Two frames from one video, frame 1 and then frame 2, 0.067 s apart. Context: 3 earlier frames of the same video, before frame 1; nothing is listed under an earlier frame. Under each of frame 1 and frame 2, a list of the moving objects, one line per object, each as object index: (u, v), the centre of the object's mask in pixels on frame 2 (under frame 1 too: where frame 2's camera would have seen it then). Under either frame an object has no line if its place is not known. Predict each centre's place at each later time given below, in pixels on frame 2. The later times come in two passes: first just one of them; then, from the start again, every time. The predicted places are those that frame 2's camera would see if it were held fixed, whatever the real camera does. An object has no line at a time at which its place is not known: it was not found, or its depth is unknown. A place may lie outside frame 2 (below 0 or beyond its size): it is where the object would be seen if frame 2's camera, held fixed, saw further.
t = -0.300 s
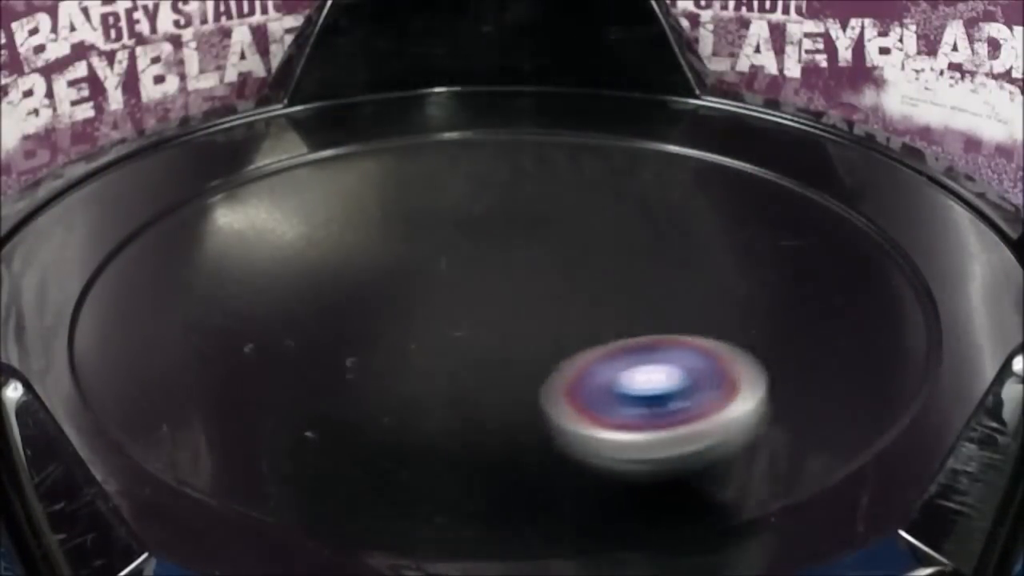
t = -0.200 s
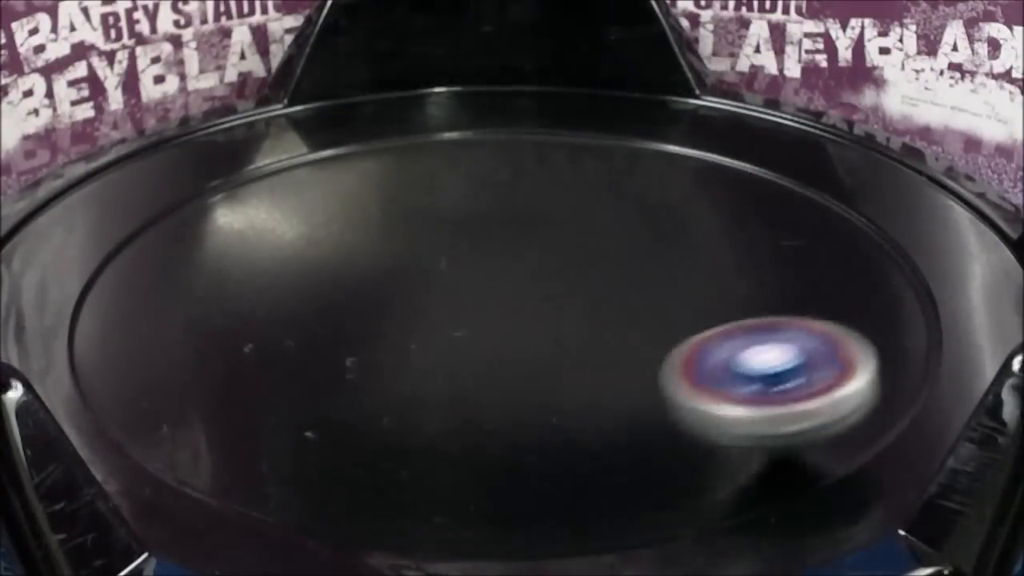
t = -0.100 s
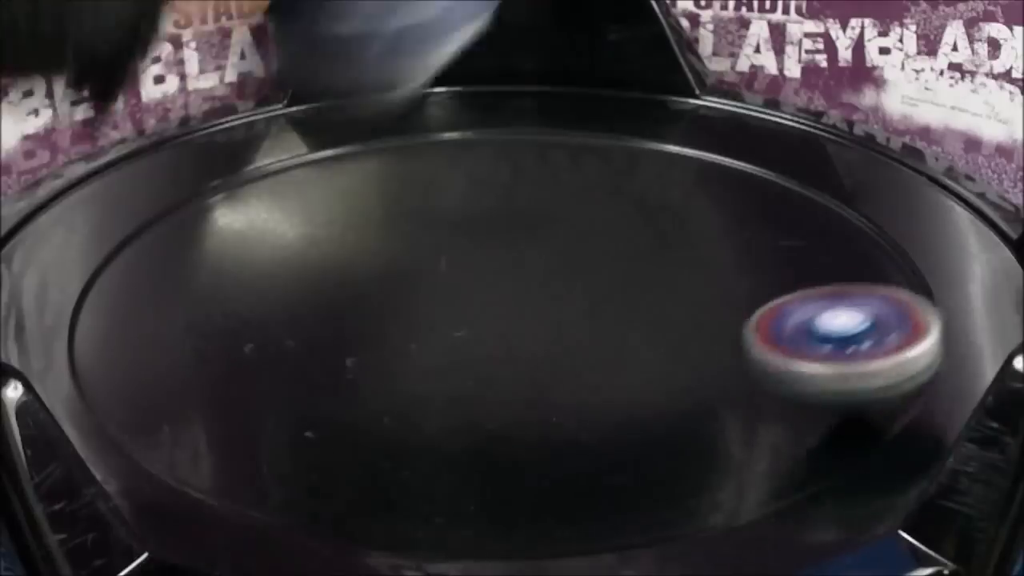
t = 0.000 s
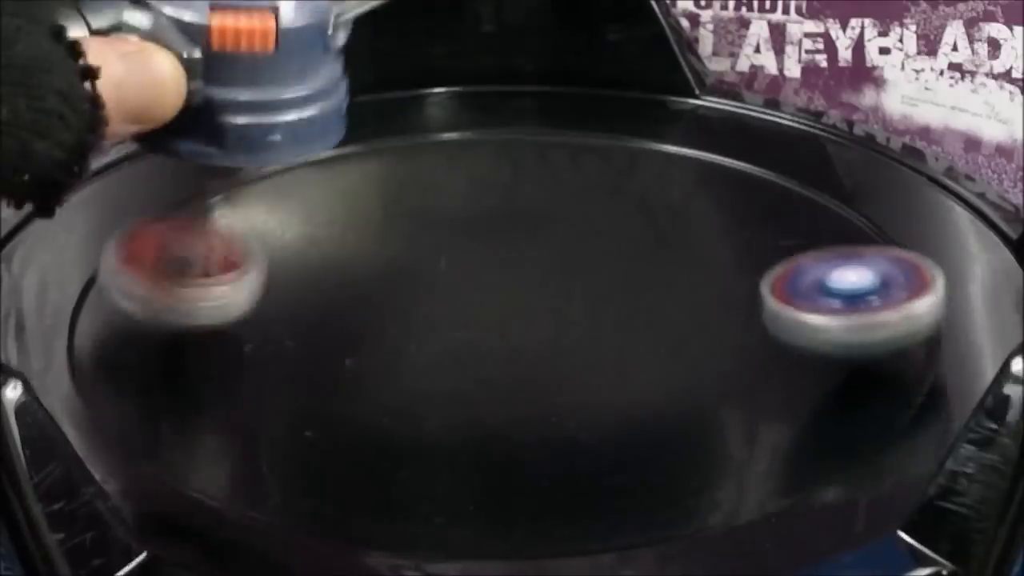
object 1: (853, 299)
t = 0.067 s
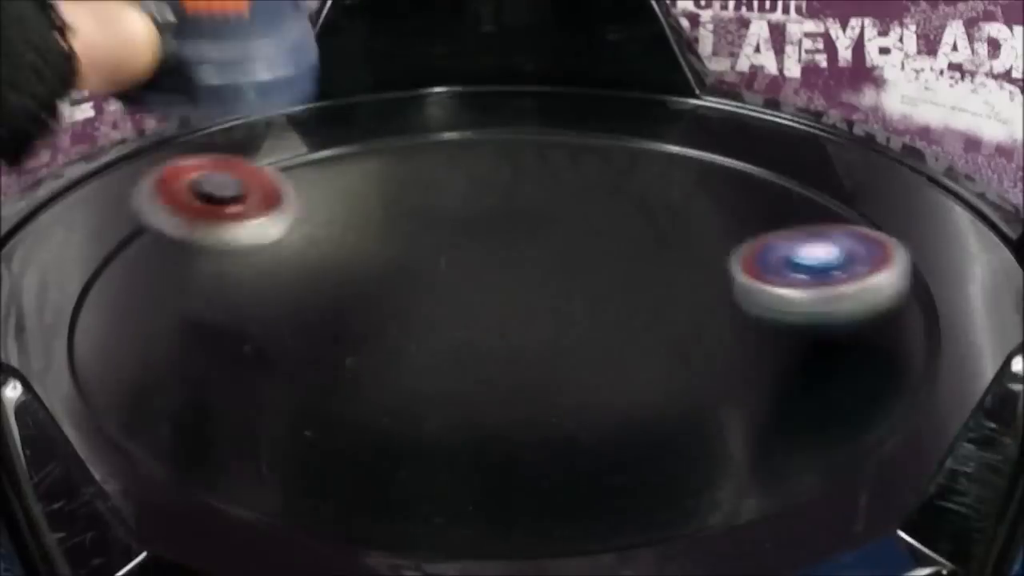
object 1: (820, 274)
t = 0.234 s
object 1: (636, 240)
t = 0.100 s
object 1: (793, 263)
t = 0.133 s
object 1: (761, 253)
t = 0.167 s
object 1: (724, 247)
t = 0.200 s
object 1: (681, 242)
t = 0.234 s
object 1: (636, 240)
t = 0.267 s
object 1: (594, 241)
